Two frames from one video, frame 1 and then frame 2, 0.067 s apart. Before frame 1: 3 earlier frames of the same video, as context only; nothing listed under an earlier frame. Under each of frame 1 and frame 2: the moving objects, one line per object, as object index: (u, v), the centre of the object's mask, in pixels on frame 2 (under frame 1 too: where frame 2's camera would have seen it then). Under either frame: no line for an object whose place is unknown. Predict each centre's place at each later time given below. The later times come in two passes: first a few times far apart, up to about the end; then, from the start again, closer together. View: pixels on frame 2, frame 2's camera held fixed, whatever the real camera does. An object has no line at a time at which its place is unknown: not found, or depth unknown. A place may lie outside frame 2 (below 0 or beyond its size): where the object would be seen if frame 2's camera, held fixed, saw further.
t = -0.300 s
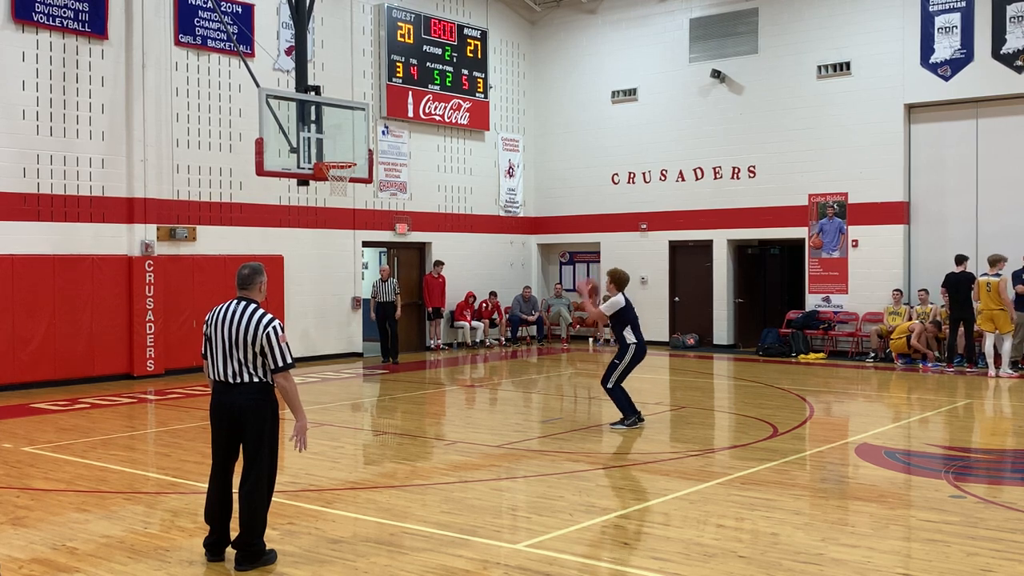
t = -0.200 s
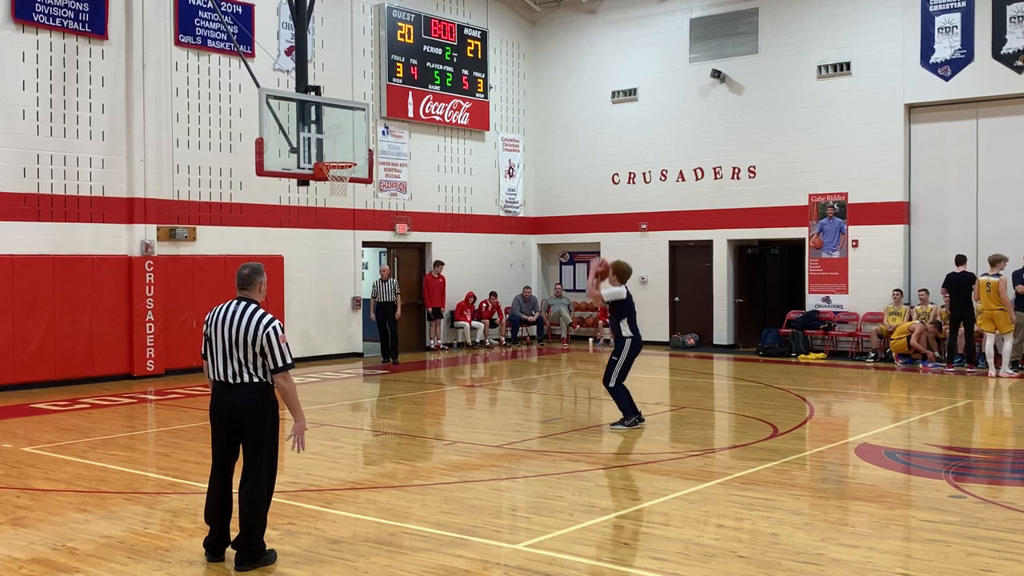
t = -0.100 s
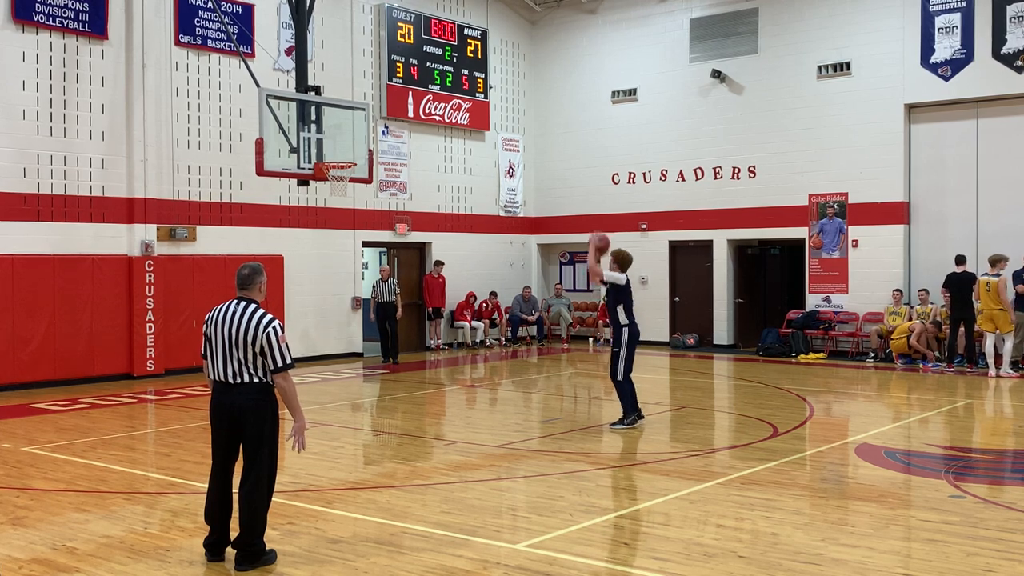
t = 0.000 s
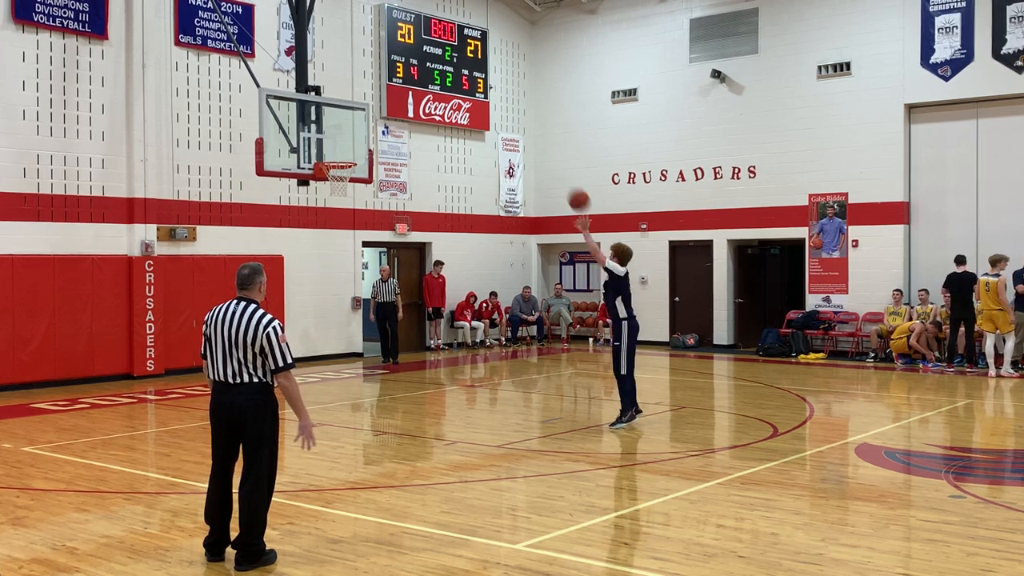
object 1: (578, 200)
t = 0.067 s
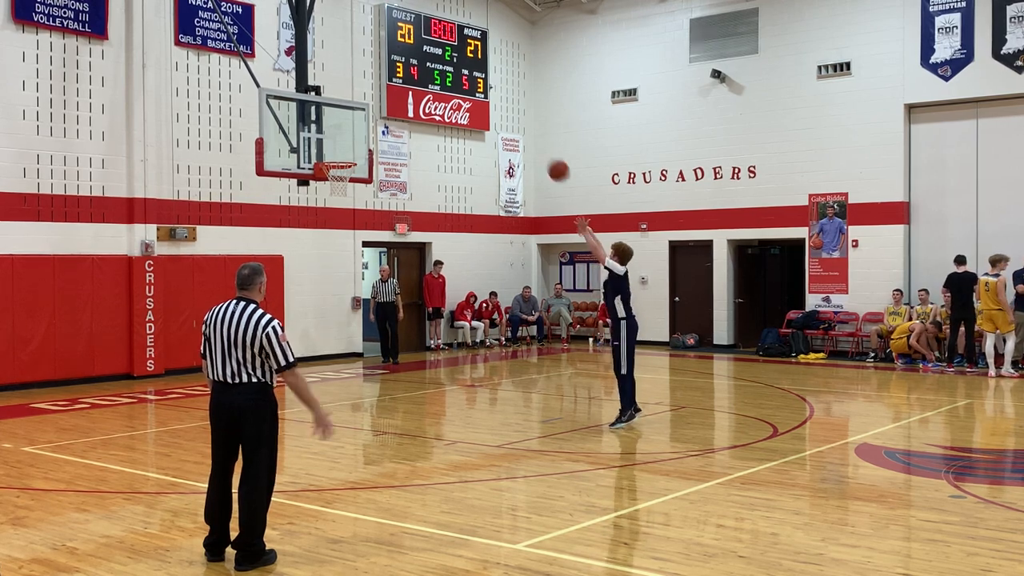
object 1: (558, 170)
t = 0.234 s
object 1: (509, 115)
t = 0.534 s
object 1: (432, 80)
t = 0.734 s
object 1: (385, 97)
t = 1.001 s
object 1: (333, 156)
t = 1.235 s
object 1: (372, 138)
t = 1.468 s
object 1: (416, 159)
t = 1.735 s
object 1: (470, 244)
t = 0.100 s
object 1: (548, 157)
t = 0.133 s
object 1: (538, 144)
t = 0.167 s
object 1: (529, 133)
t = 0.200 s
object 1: (519, 124)
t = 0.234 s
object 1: (509, 115)
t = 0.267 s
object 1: (500, 107)
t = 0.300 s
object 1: (492, 101)
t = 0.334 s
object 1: (483, 95)
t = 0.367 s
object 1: (474, 89)
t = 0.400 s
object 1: (465, 86)
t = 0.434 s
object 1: (456, 83)
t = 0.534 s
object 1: (432, 80)
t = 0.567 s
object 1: (424, 80)
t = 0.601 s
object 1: (416, 81)
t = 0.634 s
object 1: (408, 85)
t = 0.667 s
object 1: (401, 88)
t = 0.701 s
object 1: (392, 93)
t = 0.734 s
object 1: (385, 97)
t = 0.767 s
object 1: (377, 103)
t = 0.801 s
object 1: (370, 110)
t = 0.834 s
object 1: (363, 117)
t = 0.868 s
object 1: (356, 125)
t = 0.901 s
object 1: (349, 133)
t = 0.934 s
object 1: (342, 143)
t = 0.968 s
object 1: (336, 152)
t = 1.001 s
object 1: (333, 156)
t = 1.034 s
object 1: (338, 153)
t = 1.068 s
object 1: (343, 149)
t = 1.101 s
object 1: (349, 145)
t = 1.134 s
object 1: (355, 142)
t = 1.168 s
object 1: (360, 140)
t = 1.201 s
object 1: (366, 138)
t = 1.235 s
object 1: (372, 138)
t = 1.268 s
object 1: (378, 138)
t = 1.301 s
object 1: (384, 139)
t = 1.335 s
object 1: (390, 141)
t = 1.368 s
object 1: (397, 144)
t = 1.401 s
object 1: (403, 148)
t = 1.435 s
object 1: (409, 153)
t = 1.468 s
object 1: (416, 159)
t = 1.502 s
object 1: (422, 166)
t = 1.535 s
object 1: (429, 174)
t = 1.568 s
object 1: (436, 182)
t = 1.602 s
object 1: (442, 192)
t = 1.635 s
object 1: (449, 203)
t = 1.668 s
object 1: (457, 216)
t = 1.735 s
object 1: (470, 244)
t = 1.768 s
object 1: (478, 259)
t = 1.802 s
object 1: (485, 276)
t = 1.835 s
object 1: (493, 294)
